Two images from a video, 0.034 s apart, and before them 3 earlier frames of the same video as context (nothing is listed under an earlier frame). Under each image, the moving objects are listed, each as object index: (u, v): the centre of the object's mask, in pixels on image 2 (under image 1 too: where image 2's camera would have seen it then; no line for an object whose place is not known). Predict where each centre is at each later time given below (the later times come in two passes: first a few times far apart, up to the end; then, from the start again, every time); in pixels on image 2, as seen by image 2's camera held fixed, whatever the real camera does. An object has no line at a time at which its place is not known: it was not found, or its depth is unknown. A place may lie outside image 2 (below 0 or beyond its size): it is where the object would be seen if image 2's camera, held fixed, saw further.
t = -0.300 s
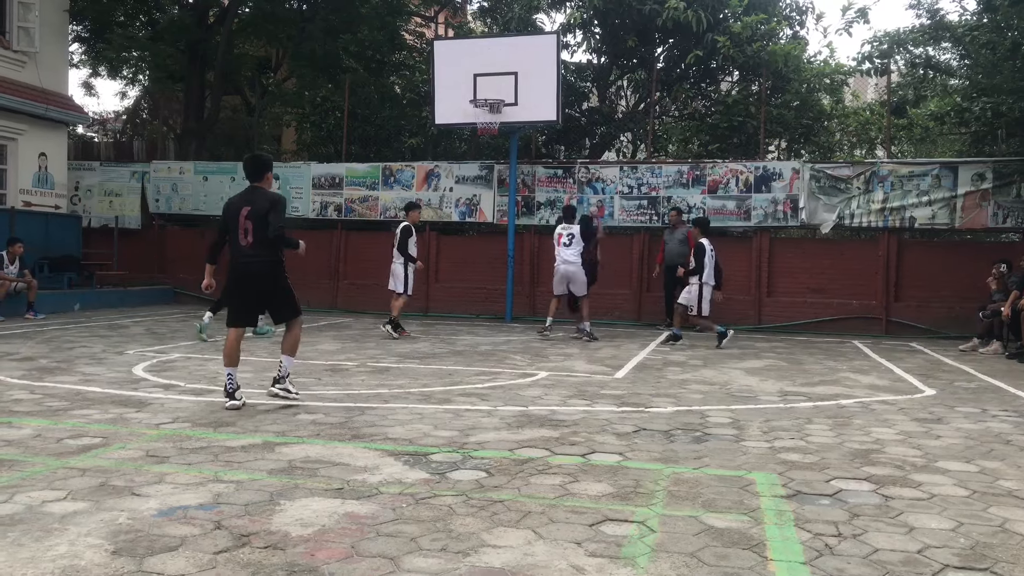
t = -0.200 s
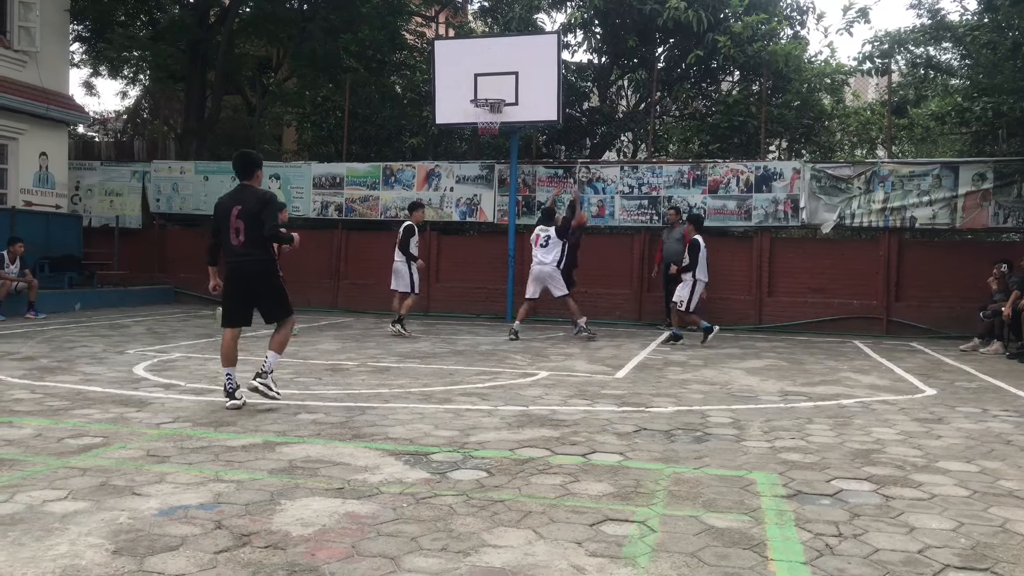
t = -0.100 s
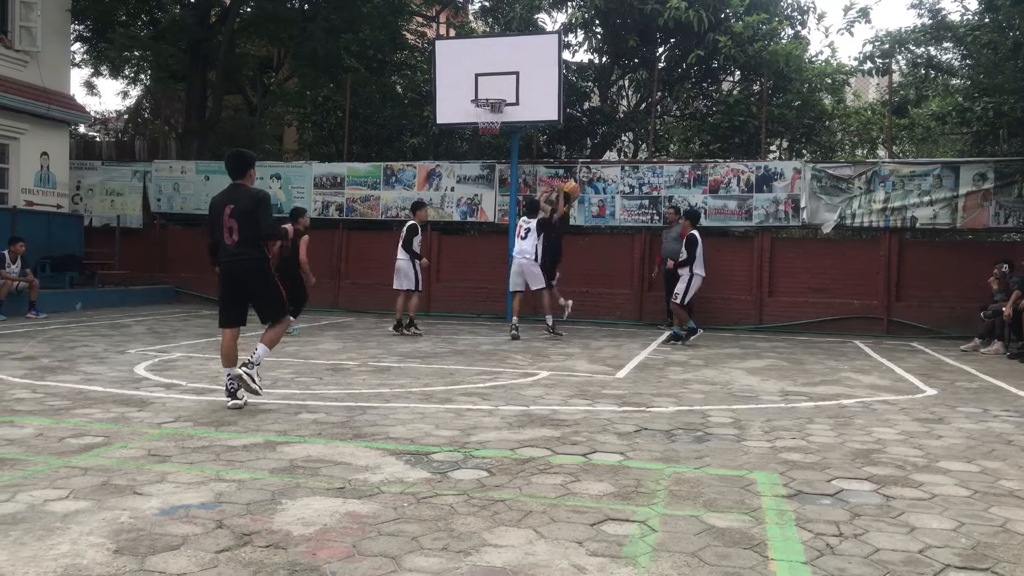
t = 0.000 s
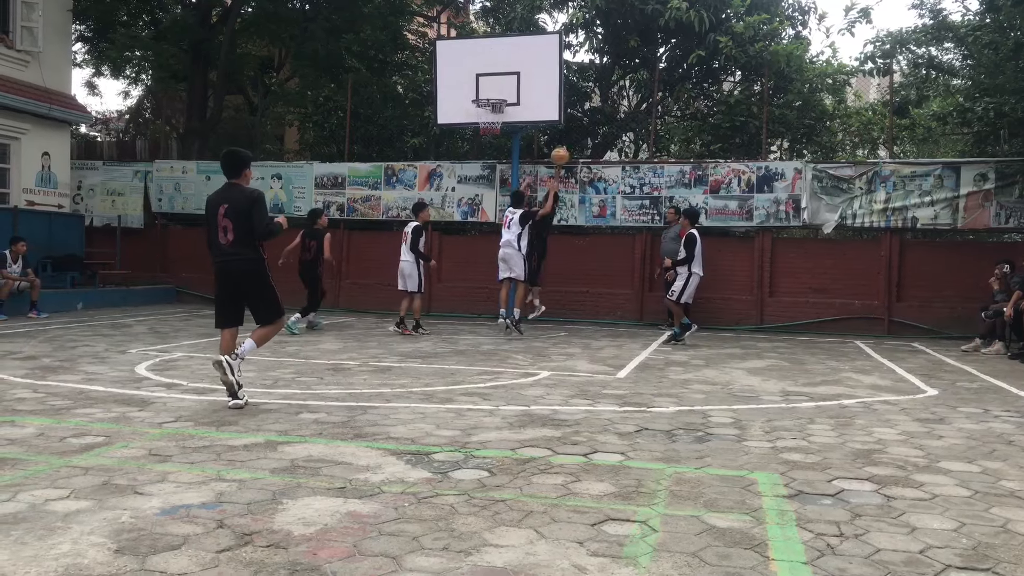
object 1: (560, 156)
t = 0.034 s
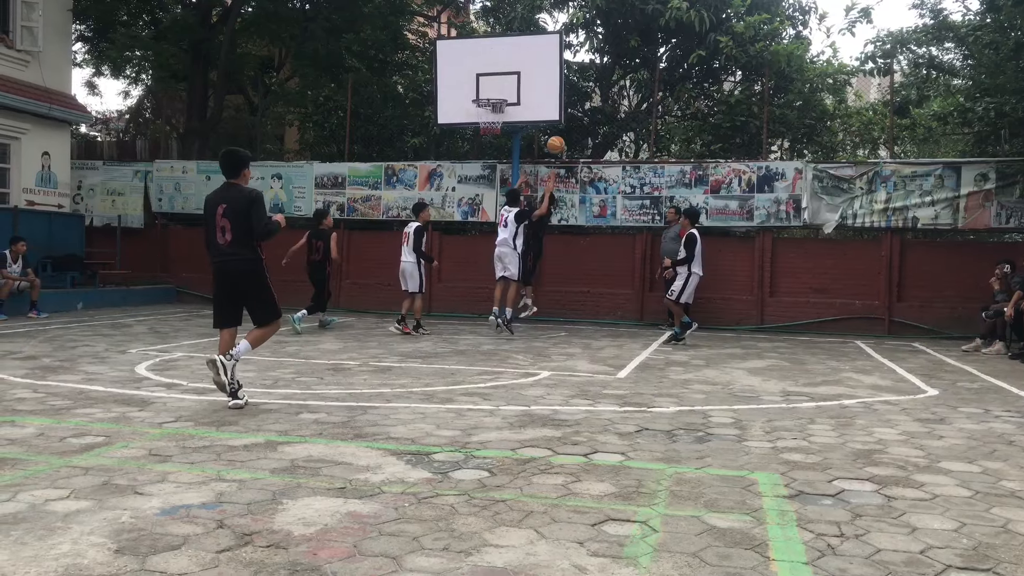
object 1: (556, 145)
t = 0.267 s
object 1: (525, 90)
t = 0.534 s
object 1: (490, 79)
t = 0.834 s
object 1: (448, 118)
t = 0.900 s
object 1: (439, 134)
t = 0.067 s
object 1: (551, 134)
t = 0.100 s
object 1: (547, 124)
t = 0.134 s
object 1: (542, 115)
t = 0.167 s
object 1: (538, 108)
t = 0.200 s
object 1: (534, 101)
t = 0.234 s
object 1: (529, 96)
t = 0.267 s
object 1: (525, 90)
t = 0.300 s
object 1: (520, 86)
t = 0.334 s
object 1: (516, 83)
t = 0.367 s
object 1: (512, 80)
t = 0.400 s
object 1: (507, 79)
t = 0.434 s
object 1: (503, 78)
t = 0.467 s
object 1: (499, 77)
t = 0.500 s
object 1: (495, 78)
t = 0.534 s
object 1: (490, 79)
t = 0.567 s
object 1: (485, 81)
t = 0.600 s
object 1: (481, 84)
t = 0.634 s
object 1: (476, 87)
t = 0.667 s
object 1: (472, 92)
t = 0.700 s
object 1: (467, 97)
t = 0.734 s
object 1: (462, 101)
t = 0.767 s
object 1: (458, 106)
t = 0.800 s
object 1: (453, 112)
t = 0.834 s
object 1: (448, 118)
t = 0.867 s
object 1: (443, 126)
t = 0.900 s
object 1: (439, 134)
